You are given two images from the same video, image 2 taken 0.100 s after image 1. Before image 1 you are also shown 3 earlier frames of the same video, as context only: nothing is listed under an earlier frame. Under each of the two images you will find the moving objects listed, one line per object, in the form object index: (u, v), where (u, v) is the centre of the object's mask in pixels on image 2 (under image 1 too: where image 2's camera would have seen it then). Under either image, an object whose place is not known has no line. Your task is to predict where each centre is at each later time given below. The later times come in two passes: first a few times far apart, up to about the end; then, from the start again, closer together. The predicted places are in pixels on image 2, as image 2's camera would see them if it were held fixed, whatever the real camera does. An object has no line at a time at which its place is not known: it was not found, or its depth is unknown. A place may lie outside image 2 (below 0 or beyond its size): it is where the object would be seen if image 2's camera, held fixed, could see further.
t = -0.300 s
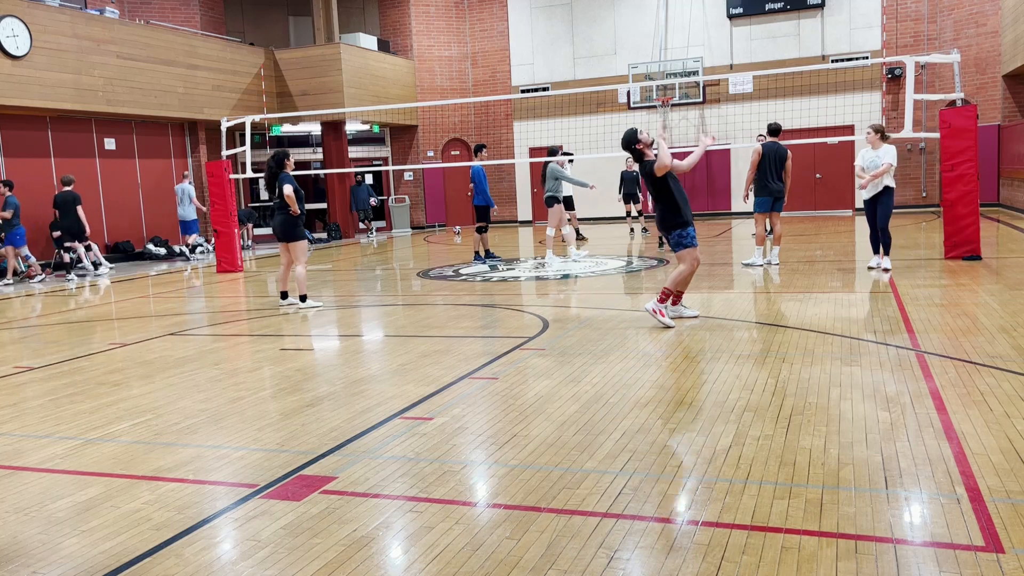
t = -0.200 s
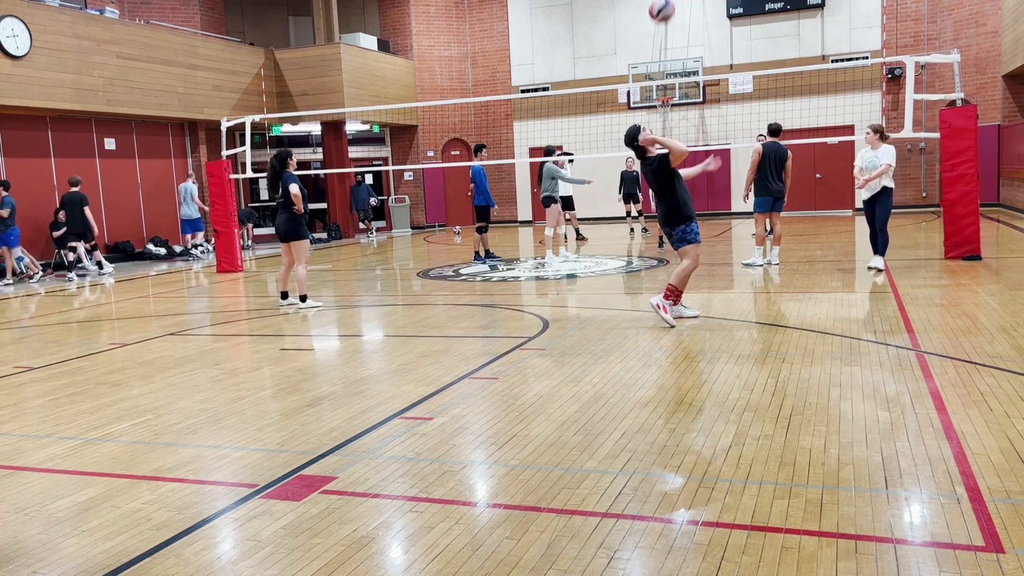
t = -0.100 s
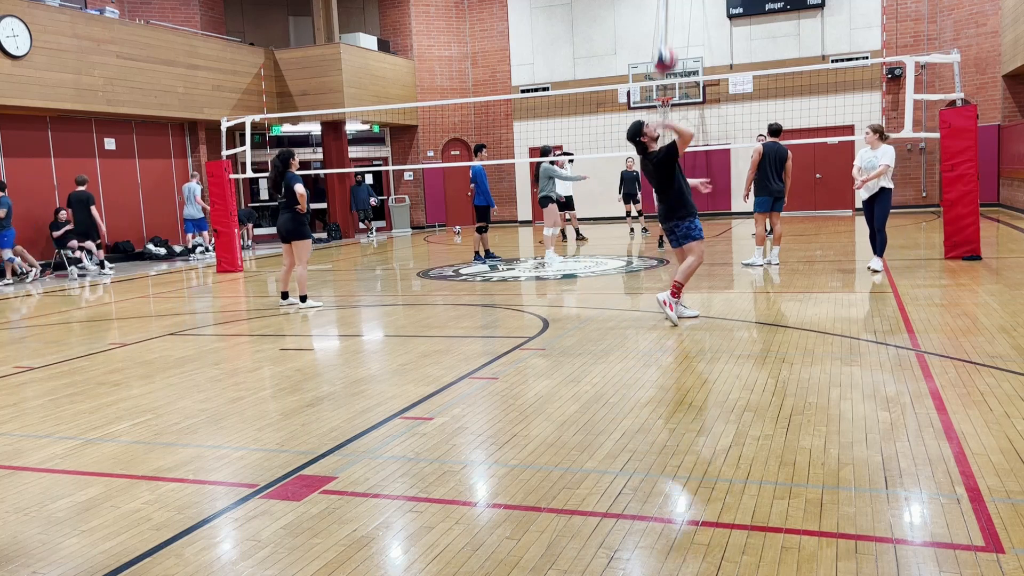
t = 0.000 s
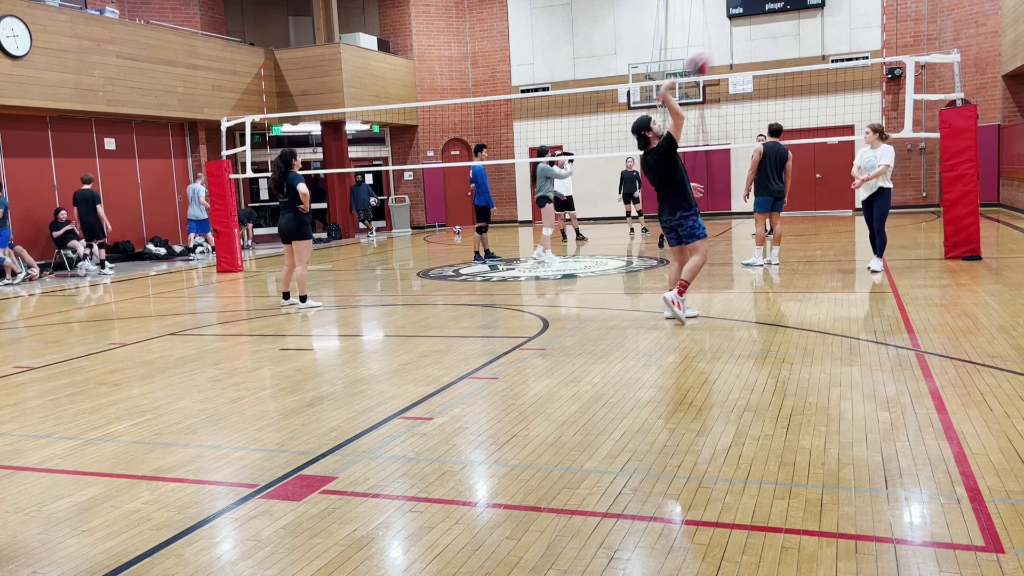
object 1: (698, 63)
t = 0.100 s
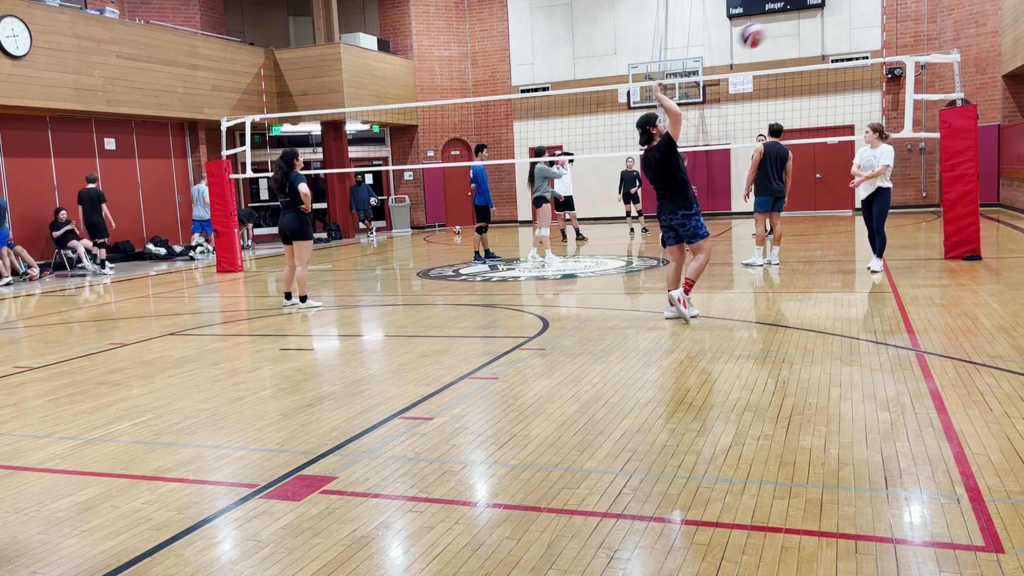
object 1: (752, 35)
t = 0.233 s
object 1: (817, 19)
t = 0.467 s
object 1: (921, 42)
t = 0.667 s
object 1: (997, 106)
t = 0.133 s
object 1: (769, 29)
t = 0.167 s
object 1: (785, 24)
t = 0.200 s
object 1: (801, 21)
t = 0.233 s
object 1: (817, 19)
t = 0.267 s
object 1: (833, 19)
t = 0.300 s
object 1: (848, 20)
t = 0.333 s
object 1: (865, 24)
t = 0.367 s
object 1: (878, 26)
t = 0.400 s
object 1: (893, 29)
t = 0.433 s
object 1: (908, 36)
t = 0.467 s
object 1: (921, 42)
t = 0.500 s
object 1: (934, 50)
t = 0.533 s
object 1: (948, 59)
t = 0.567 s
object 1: (961, 70)
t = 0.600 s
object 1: (973, 81)
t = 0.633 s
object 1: (986, 94)
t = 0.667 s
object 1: (997, 106)
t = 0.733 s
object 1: (1016, 137)
